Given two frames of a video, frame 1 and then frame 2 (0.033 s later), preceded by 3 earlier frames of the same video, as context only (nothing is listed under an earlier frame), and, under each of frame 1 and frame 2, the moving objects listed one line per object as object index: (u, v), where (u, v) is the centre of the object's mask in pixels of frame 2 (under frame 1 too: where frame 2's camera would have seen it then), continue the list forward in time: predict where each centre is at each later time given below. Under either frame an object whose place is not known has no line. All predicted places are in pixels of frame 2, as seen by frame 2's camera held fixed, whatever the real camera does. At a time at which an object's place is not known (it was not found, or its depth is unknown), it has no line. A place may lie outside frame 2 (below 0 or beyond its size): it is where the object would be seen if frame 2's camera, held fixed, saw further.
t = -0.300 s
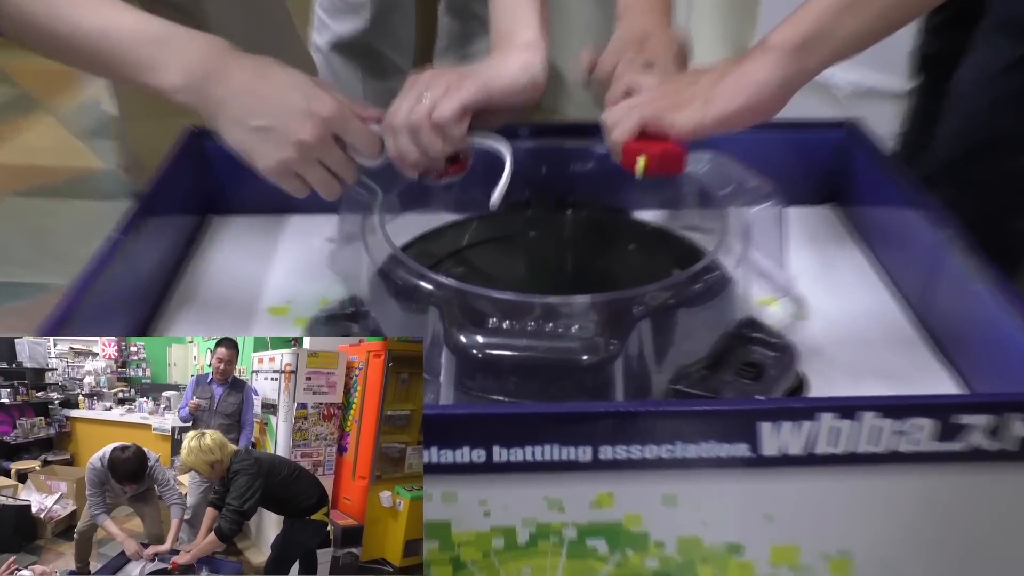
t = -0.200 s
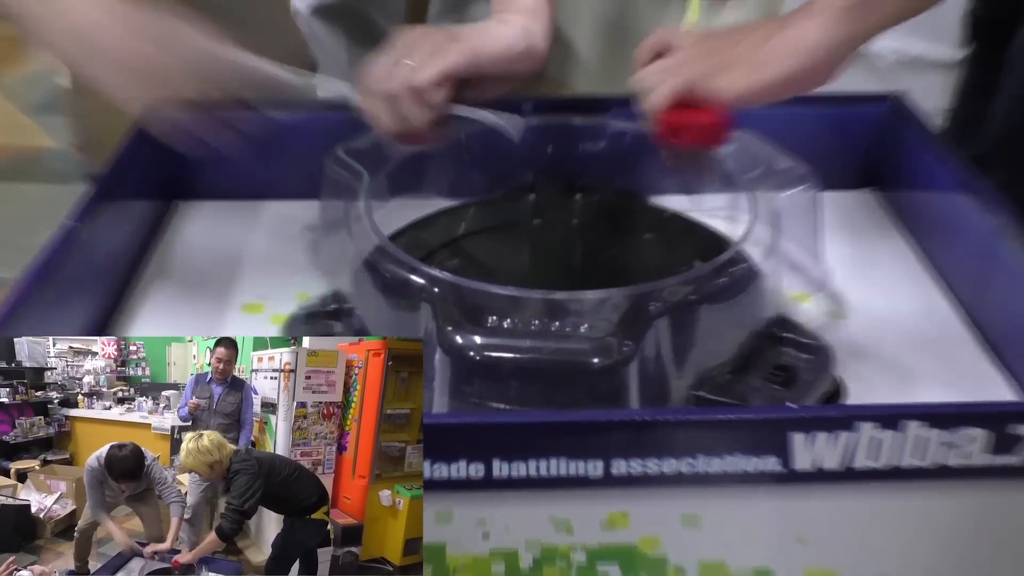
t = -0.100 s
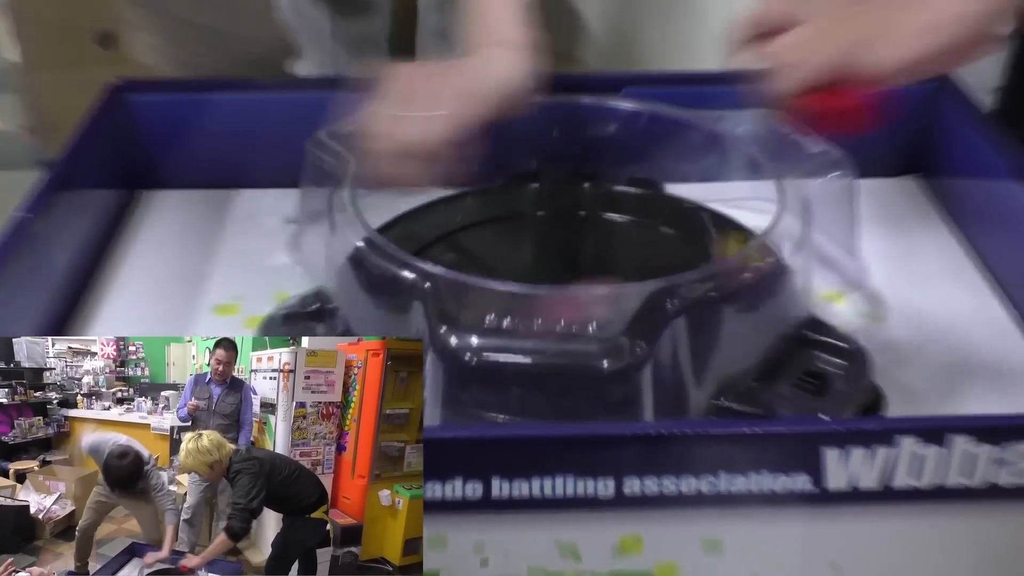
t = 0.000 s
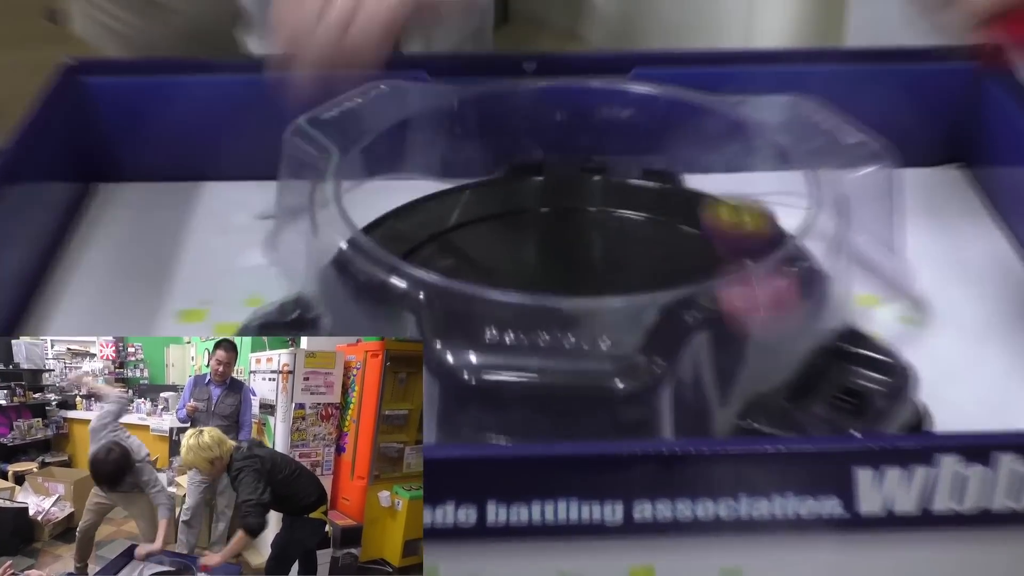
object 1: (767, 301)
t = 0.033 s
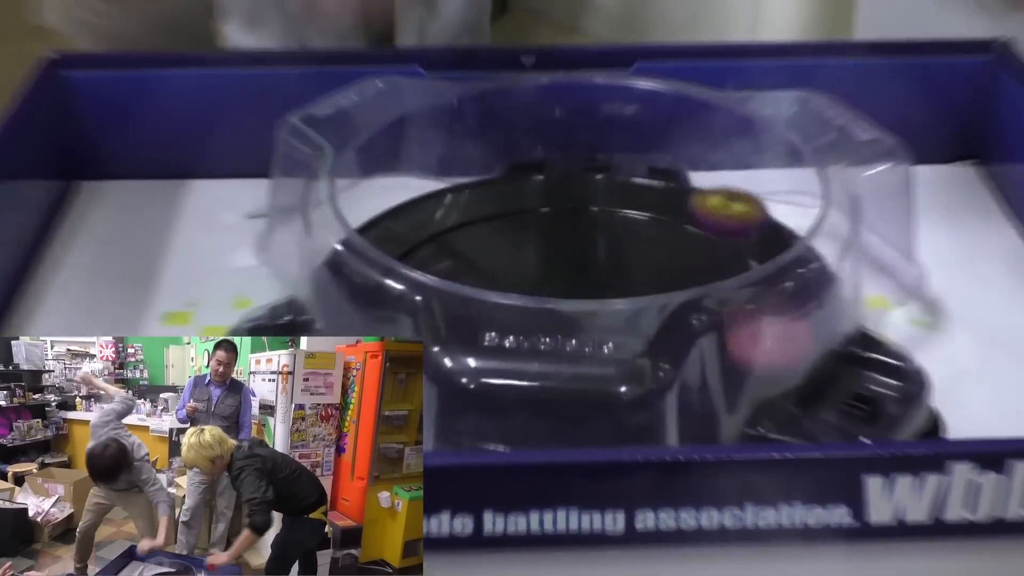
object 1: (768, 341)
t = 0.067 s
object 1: (761, 320)
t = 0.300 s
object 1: (658, 310)
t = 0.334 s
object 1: (642, 298)
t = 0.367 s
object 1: (622, 286)
